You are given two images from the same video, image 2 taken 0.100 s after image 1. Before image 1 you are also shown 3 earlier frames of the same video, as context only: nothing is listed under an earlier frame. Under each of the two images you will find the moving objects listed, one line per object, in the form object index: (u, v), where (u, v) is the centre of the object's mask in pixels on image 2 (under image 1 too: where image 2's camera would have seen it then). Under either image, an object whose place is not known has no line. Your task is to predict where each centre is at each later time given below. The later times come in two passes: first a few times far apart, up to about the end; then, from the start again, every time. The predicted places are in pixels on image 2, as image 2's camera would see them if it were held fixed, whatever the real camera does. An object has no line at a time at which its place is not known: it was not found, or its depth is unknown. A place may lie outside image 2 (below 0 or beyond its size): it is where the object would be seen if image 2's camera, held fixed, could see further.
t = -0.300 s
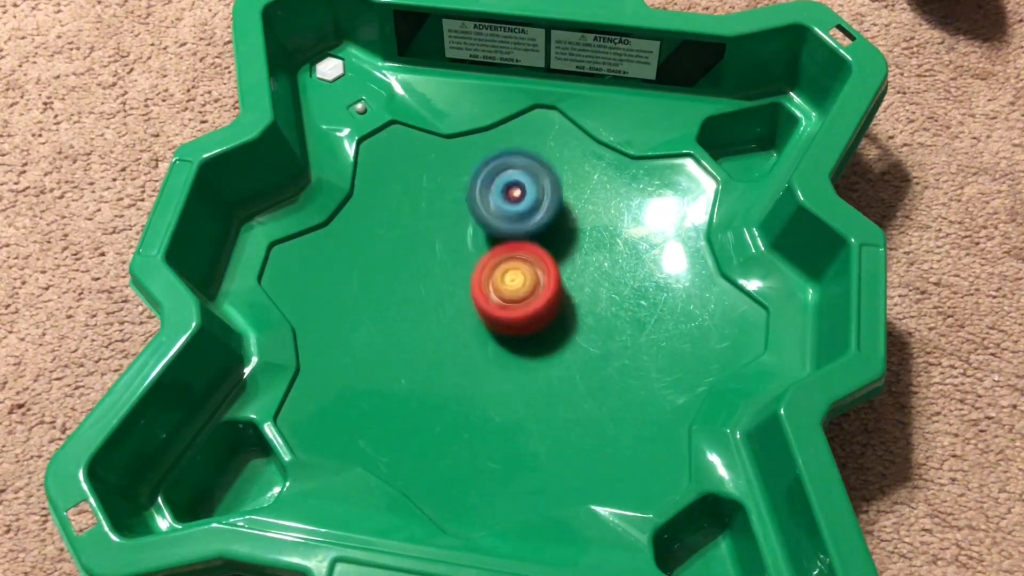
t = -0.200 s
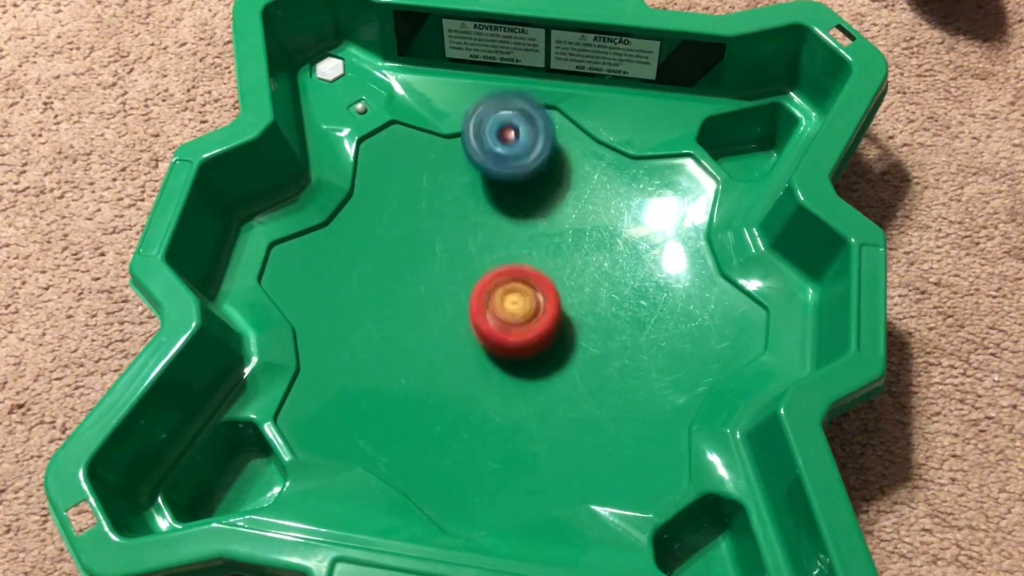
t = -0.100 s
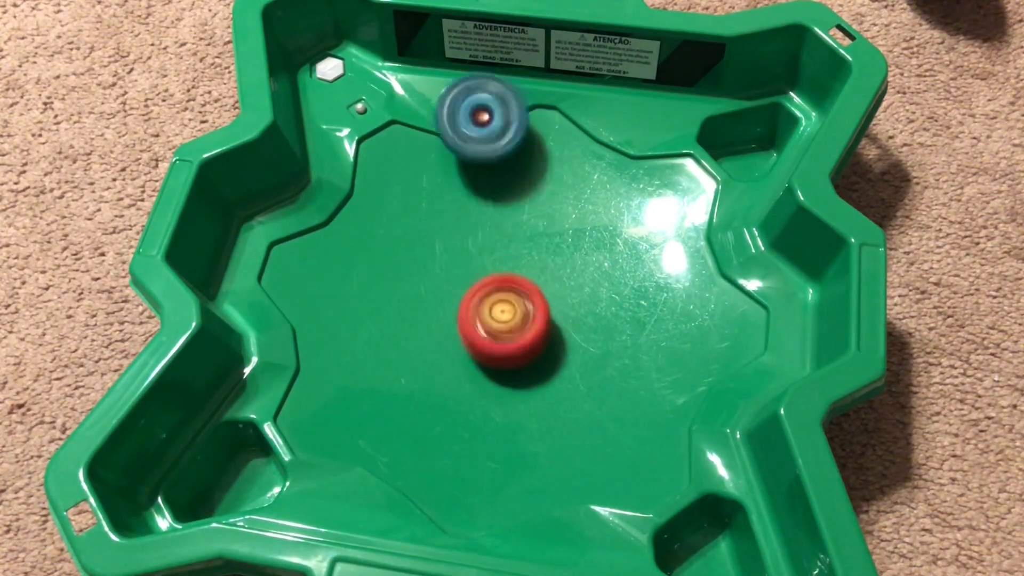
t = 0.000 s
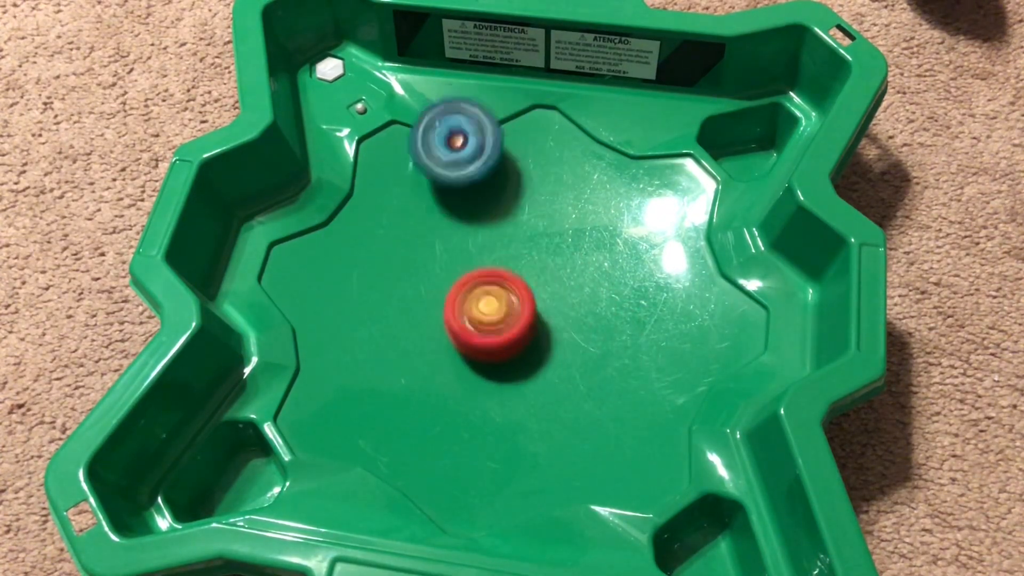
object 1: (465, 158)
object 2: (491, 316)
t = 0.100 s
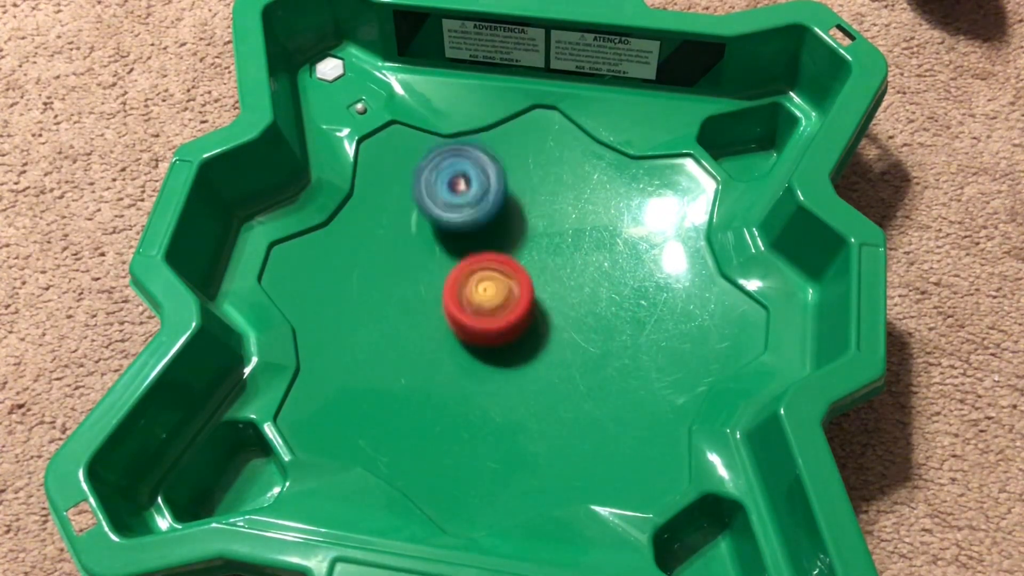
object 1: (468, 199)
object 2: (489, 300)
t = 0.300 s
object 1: (490, 202)
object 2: (536, 405)
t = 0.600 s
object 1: (560, 247)
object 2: (365, 357)
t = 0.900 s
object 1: (675, 279)
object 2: (576, 202)
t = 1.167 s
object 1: (702, 326)
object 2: (589, 261)
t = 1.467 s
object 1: (623, 401)
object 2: (446, 205)
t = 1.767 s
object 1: (521, 446)
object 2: (518, 228)
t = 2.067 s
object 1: (394, 451)
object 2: (410, 287)
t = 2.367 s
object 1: (388, 355)
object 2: (574, 225)
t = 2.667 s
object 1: (395, 247)
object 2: (452, 416)
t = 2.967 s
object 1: (460, 170)
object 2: (386, 229)
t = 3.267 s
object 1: (573, 132)
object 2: (522, 375)
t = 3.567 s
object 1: (601, 252)
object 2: (365, 374)
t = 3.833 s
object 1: (635, 365)
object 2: (538, 265)
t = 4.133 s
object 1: (627, 437)
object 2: (553, 203)
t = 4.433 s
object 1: (525, 447)
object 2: (512, 330)
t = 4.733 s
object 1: (438, 354)
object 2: (411, 249)
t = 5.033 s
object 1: (444, 263)
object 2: (557, 276)
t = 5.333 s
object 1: (527, 193)
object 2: (473, 393)
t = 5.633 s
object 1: (624, 207)
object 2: (471, 272)
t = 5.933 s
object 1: (689, 291)
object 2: (552, 302)
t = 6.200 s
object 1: (638, 370)
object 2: (486, 324)
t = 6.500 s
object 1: (508, 384)
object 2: (478, 286)
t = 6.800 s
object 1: (426, 359)
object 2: (551, 192)
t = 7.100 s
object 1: (437, 264)
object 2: (543, 311)
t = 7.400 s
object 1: (526, 225)
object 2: (401, 345)
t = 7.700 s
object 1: (601, 276)
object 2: (464, 276)
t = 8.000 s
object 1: (613, 370)
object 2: (516, 322)
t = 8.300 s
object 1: (528, 408)
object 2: (471, 309)
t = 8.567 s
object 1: (463, 390)
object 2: (496, 266)
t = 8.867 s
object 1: (449, 321)
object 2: (580, 283)
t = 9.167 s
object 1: (470, 247)
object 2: (511, 344)
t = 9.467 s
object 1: (546, 197)
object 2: (462, 334)
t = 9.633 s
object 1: (572, 200)
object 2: (442, 354)
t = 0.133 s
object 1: (474, 208)
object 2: (493, 296)
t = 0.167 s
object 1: (480, 209)
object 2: (506, 314)
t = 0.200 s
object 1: (482, 204)
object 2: (521, 341)
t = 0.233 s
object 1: (484, 201)
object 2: (532, 364)
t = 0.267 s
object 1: (487, 201)
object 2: (537, 386)
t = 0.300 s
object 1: (490, 202)
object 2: (536, 405)
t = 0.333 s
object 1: (492, 204)
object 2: (529, 425)
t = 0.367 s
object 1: (498, 208)
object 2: (514, 445)
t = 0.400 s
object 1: (504, 214)
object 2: (492, 460)
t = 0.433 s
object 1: (510, 219)
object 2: (462, 470)
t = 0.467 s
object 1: (519, 225)
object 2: (429, 469)
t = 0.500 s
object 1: (528, 231)
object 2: (399, 455)
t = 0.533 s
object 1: (538, 237)
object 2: (376, 429)
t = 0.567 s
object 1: (549, 242)
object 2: (364, 393)
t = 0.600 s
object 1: (560, 247)
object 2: (365, 357)
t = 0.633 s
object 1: (569, 251)
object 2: (376, 323)
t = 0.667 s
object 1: (579, 253)
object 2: (396, 291)
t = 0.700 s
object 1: (590, 256)
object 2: (423, 264)
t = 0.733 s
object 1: (596, 258)
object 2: (454, 243)
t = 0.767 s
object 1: (603, 259)
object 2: (489, 228)
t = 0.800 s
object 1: (612, 261)
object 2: (521, 217)
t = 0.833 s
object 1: (639, 271)
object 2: (537, 207)
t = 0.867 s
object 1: (658, 277)
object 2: (555, 202)
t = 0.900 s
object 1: (675, 279)
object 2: (576, 202)
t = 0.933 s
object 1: (689, 280)
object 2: (601, 206)
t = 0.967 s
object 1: (699, 280)
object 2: (620, 215)
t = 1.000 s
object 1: (729, 295)
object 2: (623, 217)
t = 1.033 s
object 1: (749, 306)
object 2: (622, 224)
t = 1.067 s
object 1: (758, 319)
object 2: (618, 233)
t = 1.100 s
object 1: (741, 323)
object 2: (611, 243)
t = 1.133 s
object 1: (720, 324)
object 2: (602, 251)
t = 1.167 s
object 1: (702, 326)
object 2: (589, 261)
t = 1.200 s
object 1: (688, 330)
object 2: (572, 266)
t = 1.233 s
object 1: (675, 337)
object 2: (552, 270)
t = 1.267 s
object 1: (664, 343)
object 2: (530, 269)
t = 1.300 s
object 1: (655, 349)
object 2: (509, 266)
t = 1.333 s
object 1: (649, 357)
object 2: (488, 257)
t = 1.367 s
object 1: (644, 367)
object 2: (471, 246)
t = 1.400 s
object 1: (637, 379)
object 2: (459, 234)
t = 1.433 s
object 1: (630, 390)
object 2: (450, 221)
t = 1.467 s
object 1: (623, 401)
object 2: (446, 205)
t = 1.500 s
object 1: (615, 412)
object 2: (446, 193)
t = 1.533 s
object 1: (602, 416)
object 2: (451, 183)
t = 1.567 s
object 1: (592, 424)
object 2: (460, 175)
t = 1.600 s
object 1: (581, 433)
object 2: (471, 173)
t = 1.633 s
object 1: (567, 437)
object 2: (483, 175)
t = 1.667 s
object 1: (559, 444)
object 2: (495, 182)
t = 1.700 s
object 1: (549, 447)
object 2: (507, 195)
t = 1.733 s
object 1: (534, 445)
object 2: (514, 209)
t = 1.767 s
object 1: (521, 446)
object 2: (518, 228)
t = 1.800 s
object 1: (506, 446)
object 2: (518, 245)
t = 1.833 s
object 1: (491, 444)
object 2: (516, 266)
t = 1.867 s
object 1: (477, 440)
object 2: (510, 286)
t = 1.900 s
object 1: (464, 436)
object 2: (499, 304)
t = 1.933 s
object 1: (451, 429)
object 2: (485, 323)
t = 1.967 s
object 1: (439, 424)
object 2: (466, 337)
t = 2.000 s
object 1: (424, 434)
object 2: (445, 332)
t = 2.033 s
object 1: (406, 447)
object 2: (424, 310)
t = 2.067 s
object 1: (394, 451)
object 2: (410, 287)
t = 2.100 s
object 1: (396, 444)
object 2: (407, 262)
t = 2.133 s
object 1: (403, 437)
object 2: (411, 234)
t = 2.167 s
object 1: (405, 428)
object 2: (425, 213)
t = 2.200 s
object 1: (406, 418)
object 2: (446, 195)
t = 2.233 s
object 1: (403, 407)
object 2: (472, 186)
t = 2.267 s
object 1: (399, 395)
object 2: (499, 184)
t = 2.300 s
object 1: (393, 380)
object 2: (528, 190)
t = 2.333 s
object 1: (389, 365)
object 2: (553, 204)
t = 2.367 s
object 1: (388, 355)
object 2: (574, 225)
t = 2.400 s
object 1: (385, 340)
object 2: (588, 250)
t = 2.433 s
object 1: (384, 325)
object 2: (595, 280)
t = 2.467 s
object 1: (384, 312)
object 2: (594, 308)
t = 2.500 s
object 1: (388, 307)
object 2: (585, 336)
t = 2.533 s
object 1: (389, 295)
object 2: (568, 362)
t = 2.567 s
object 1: (389, 283)
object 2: (546, 384)
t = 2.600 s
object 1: (391, 271)
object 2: (518, 402)
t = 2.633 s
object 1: (393, 259)
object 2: (486, 412)
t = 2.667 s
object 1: (395, 247)
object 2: (452, 416)
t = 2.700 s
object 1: (399, 237)
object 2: (419, 411)
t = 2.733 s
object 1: (403, 226)
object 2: (388, 398)
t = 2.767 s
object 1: (409, 217)
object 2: (363, 379)
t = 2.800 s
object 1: (415, 209)
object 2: (345, 354)
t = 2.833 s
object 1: (422, 201)
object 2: (337, 324)
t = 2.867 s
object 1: (429, 194)
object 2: (337, 295)
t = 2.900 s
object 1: (437, 187)
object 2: (348, 268)
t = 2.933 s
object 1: (445, 182)
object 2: (367, 243)
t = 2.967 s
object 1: (460, 170)
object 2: (386, 229)
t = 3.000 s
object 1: (476, 159)
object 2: (409, 222)
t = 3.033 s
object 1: (491, 148)
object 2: (436, 223)
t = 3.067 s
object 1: (506, 141)
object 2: (461, 236)
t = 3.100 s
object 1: (518, 134)
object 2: (483, 253)
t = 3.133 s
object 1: (529, 130)
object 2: (501, 274)
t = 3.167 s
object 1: (540, 128)
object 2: (515, 298)
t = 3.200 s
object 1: (551, 128)
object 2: (523, 324)
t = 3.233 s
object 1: (562, 130)
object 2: (526, 350)
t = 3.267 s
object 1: (573, 132)
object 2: (522, 375)
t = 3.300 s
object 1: (580, 138)
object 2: (513, 399)
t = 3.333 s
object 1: (575, 151)
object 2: (497, 420)
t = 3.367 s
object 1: (574, 164)
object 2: (477, 438)
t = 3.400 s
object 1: (576, 178)
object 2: (452, 449)
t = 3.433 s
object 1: (579, 193)
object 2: (423, 451)
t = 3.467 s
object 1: (584, 207)
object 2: (397, 443)
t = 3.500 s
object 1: (590, 222)
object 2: (376, 425)
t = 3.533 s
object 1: (596, 237)
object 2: (365, 402)
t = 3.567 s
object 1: (601, 252)
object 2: (365, 374)
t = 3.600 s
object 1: (606, 267)
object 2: (376, 348)
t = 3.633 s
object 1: (610, 281)
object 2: (394, 325)
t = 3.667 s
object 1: (613, 296)
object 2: (418, 307)
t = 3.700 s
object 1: (614, 309)
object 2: (446, 293)
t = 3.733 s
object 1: (615, 322)
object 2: (476, 283)
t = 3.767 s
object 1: (615, 335)
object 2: (507, 279)
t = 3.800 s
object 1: (613, 346)
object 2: (536, 276)
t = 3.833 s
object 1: (635, 365)
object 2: (538, 265)
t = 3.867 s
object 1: (673, 394)
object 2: (522, 247)
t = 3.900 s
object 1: (675, 401)
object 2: (509, 232)
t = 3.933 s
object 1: (667, 402)
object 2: (502, 221)
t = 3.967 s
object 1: (661, 405)
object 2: (501, 215)
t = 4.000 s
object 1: (655, 411)
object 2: (503, 211)
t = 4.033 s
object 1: (649, 417)
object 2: (510, 207)
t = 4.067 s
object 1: (645, 424)
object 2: (520, 203)
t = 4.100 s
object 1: (639, 434)
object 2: (536, 200)
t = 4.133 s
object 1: (627, 437)
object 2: (553, 203)
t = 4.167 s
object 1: (618, 445)
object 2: (568, 212)
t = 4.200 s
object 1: (610, 453)
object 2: (580, 226)
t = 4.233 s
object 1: (599, 459)
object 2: (585, 243)
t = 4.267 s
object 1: (589, 463)
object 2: (584, 262)
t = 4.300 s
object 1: (578, 463)
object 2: (577, 281)
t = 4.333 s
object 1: (566, 461)
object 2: (565, 297)
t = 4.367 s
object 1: (553, 457)
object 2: (550, 310)
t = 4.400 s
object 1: (539, 452)
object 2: (532, 322)
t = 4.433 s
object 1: (525, 447)
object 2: (512, 330)
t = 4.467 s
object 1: (512, 440)
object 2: (491, 334)
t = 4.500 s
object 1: (497, 428)
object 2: (469, 333)
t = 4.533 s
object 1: (486, 422)
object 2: (448, 330)
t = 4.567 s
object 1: (472, 408)
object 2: (429, 322)
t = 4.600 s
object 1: (461, 396)
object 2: (413, 311)
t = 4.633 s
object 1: (455, 388)
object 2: (403, 297)
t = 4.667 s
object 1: (447, 375)
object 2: (399, 281)
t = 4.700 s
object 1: (441, 362)
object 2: (401, 264)
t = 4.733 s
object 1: (438, 354)
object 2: (411, 249)
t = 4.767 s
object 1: (434, 341)
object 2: (426, 240)
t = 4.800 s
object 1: (431, 331)
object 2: (442, 233)
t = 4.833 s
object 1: (428, 328)
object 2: (460, 226)
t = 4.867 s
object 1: (426, 322)
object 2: (480, 224)
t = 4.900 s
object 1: (426, 313)
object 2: (500, 226)
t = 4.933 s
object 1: (428, 300)
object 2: (519, 234)
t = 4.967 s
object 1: (433, 288)
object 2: (535, 246)
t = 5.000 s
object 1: (438, 275)
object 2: (547, 259)
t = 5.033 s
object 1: (444, 263)
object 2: (557, 276)
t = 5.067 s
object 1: (451, 251)
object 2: (562, 294)
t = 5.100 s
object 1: (459, 240)
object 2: (564, 313)
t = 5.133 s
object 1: (467, 230)
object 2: (561, 331)
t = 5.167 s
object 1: (475, 221)
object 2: (553, 347)
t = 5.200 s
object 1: (484, 213)
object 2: (544, 362)
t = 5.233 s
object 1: (493, 206)
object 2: (530, 376)
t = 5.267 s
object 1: (504, 202)
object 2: (513, 386)
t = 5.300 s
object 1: (515, 197)
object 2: (494, 392)
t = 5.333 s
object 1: (527, 193)
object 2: (473, 393)
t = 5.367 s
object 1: (538, 190)
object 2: (454, 387)
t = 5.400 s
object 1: (550, 188)
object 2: (439, 378)
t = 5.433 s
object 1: (562, 187)
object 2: (427, 362)
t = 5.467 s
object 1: (573, 187)
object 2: (422, 346)
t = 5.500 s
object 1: (584, 188)
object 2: (422, 328)
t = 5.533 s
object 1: (595, 191)
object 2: (428, 311)
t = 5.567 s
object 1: (605, 195)
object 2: (439, 295)
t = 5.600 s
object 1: (615, 200)
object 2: (453, 282)
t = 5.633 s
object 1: (624, 207)
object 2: (471, 272)
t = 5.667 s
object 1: (633, 214)
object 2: (489, 265)
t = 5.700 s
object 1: (639, 221)
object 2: (509, 261)
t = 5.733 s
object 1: (645, 231)
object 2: (529, 260)
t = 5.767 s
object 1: (650, 242)
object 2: (547, 263)
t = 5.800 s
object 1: (666, 253)
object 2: (552, 270)
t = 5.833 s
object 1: (676, 264)
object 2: (555, 278)
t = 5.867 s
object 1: (683, 273)
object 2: (556, 285)
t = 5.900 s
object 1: (686, 282)
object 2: (555, 294)
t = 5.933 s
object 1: (689, 291)
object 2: (552, 302)
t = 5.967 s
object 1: (690, 302)
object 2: (546, 310)
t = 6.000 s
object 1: (688, 312)
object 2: (538, 316)
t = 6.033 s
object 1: (683, 323)
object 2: (530, 321)
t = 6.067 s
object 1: (677, 334)
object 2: (521, 325)
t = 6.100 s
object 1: (670, 344)
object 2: (512, 327)
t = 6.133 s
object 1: (662, 354)
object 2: (502, 329)
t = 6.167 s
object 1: (652, 362)
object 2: (493, 326)
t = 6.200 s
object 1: (638, 370)
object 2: (486, 324)
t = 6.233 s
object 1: (625, 378)
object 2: (478, 320)
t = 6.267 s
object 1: (611, 383)
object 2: (473, 315)
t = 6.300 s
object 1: (598, 388)
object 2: (470, 310)
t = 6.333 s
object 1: (581, 391)
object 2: (469, 305)
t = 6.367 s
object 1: (566, 392)
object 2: (469, 300)
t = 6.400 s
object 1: (551, 392)
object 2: (471, 296)
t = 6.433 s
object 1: (532, 384)
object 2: (472, 292)
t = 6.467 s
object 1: (516, 376)
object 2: (474, 289)
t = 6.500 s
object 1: (508, 384)
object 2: (478, 286)
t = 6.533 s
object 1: (495, 383)
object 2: (481, 277)
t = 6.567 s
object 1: (480, 390)
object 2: (483, 257)
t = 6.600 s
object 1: (477, 399)
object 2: (486, 240)
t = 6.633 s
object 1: (465, 396)
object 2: (492, 227)
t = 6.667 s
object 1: (455, 390)
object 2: (500, 214)
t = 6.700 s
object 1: (447, 386)
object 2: (511, 204)
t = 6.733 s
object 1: (439, 378)
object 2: (523, 195)
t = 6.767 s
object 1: (432, 368)
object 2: (538, 191)
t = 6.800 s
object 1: (426, 359)
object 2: (551, 192)
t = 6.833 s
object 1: (422, 350)
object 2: (565, 196)
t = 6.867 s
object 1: (420, 338)
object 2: (576, 207)
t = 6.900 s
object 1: (417, 327)
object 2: (581, 221)
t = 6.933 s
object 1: (417, 316)
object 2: (583, 237)
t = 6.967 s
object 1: (419, 305)
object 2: (581, 253)
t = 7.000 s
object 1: (422, 293)
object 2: (575, 270)
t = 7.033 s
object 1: (424, 283)
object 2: (566, 284)
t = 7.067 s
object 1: (431, 274)
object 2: (556, 297)
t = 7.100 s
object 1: (437, 264)
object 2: (543, 311)
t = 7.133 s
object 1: (443, 255)
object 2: (528, 320)
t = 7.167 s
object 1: (451, 247)
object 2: (514, 330)
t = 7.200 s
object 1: (461, 240)
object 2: (498, 338)
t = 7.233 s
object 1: (471, 235)
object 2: (481, 344)
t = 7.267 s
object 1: (480, 231)
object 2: (465, 350)
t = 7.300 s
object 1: (492, 228)
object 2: (448, 353)
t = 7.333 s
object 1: (503, 226)
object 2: (431, 353)
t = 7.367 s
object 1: (513, 224)
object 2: (415, 351)
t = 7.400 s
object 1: (526, 225)
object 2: (401, 345)
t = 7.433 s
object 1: (536, 226)
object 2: (388, 336)
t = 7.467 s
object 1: (546, 228)
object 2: (381, 325)
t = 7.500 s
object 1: (557, 232)
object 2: (380, 312)
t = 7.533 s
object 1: (566, 237)
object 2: (385, 299)
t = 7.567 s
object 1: (575, 243)
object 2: (395, 288)
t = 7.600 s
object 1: (583, 250)
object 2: (411, 280)
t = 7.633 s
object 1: (591, 259)
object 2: (427, 276)
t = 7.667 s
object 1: (596, 266)
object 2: (446, 275)
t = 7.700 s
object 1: (601, 276)
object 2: (464, 276)
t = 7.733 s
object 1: (605, 287)
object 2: (481, 280)
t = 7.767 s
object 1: (608, 297)
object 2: (498, 284)
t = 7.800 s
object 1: (613, 309)
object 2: (509, 290)
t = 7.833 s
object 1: (621, 322)
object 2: (514, 294)
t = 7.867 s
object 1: (622, 332)
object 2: (516, 299)
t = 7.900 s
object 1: (622, 342)
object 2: (517, 305)
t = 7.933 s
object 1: (621, 352)
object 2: (517, 310)
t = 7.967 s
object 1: (618, 361)
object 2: (517, 316)
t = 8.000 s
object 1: (613, 370)
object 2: (516, 322)
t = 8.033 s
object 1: (603, 371)
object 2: (514, 325)
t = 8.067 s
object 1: (597, 380)
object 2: (508, 328)
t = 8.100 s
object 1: (589, 387)
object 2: (499, 328)
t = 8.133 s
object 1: (582, 396)
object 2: (492, 326)
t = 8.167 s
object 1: (570, 399)
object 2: (486, 324)
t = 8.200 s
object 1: (561, 403)
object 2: (480, 321)
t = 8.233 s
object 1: (551, 406)
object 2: (477, 317)
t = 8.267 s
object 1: (541, 407)
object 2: (474, 313)
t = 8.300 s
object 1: (528, 408)
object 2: (471, 309)
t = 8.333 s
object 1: (516, 405)
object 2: (470, 304)
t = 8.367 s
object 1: (507, 400)
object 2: (470, 300)
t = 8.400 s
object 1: (497, 396)
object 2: (472, 295)
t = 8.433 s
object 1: (489, 392)
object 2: (474, 291)
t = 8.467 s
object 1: (479, 382)
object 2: (478, 288)
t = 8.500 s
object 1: (473, 374)
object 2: (483, 285)
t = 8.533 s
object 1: (464, 370)
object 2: (488, 277)
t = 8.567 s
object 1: (463, 390)
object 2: (496, 266)
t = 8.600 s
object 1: (458, 390)
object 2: (506, 257)
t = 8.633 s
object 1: (450, 384)
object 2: (517, 250)
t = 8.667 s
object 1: (448, 376)
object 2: (530, 245)
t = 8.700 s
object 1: (445, 366)
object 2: (543, 243)
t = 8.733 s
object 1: (443, 359)
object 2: (555, 244)
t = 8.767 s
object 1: (443, 348)
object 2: (567, 250)
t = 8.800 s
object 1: (443, 339)
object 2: (575, 258)
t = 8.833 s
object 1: (446, 330)
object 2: (580, 270)
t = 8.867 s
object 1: (449, 321)
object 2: (580, 283)
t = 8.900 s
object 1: (454, 313)
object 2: (576, 294)
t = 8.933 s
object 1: (459, 305)
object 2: (569, 305)
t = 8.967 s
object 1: (462, 297)
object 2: (556, 314)
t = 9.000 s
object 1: (461, 287)
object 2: (550, 322)
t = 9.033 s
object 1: (458, 277)
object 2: (546, 331)
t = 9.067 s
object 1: (460, 269)
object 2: (539, 338)
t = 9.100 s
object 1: (461, 261)
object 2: (530, 342)
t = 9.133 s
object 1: (465, 255)
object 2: (521, 343)
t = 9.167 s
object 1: (470, 247)
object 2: (511, 344)
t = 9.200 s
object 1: (474, 241)
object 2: (501, 341)
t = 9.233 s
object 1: (482, 236)
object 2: (493, 337)
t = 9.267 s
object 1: (487, 233)
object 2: (484, 331)
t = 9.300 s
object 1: (498, 230)
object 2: (480, 322)
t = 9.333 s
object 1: (504, 228)
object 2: (476, 315)
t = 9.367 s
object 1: (513, 227)
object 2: (476, 307)
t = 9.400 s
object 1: (528, 213)
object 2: (471, 316)
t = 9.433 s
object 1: (538, 202)
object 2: (468, 325)
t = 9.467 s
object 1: (546, 197)
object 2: (462, 334)
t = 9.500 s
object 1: (550, 194)
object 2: (457, 341)
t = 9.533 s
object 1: (556, 195)
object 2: (450, 347)
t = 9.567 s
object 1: (561, 194)
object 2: (447, 351)
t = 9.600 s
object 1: (568, 198)
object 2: (443, 354)
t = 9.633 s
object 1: (572, 200)
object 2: (442, 354)
